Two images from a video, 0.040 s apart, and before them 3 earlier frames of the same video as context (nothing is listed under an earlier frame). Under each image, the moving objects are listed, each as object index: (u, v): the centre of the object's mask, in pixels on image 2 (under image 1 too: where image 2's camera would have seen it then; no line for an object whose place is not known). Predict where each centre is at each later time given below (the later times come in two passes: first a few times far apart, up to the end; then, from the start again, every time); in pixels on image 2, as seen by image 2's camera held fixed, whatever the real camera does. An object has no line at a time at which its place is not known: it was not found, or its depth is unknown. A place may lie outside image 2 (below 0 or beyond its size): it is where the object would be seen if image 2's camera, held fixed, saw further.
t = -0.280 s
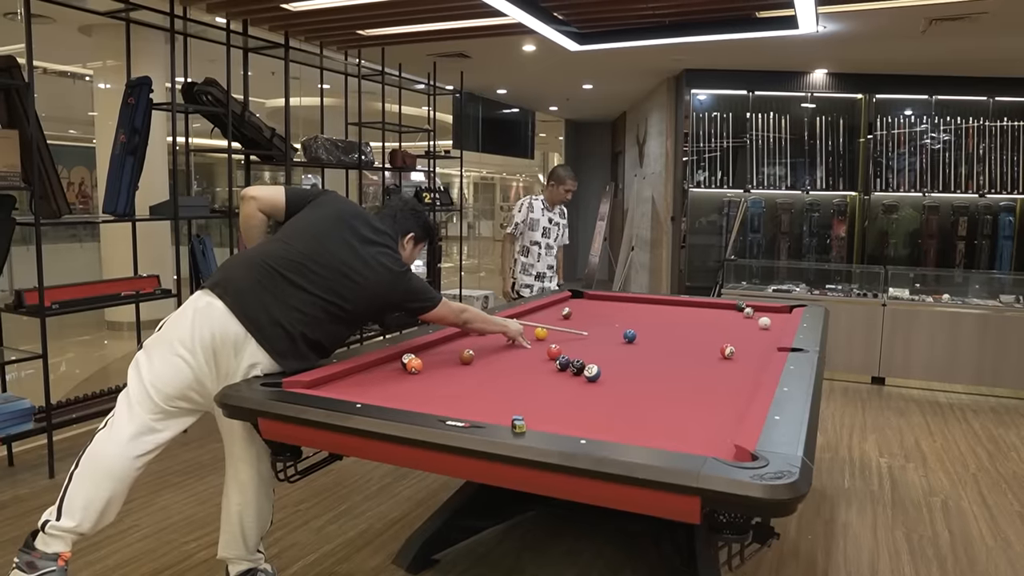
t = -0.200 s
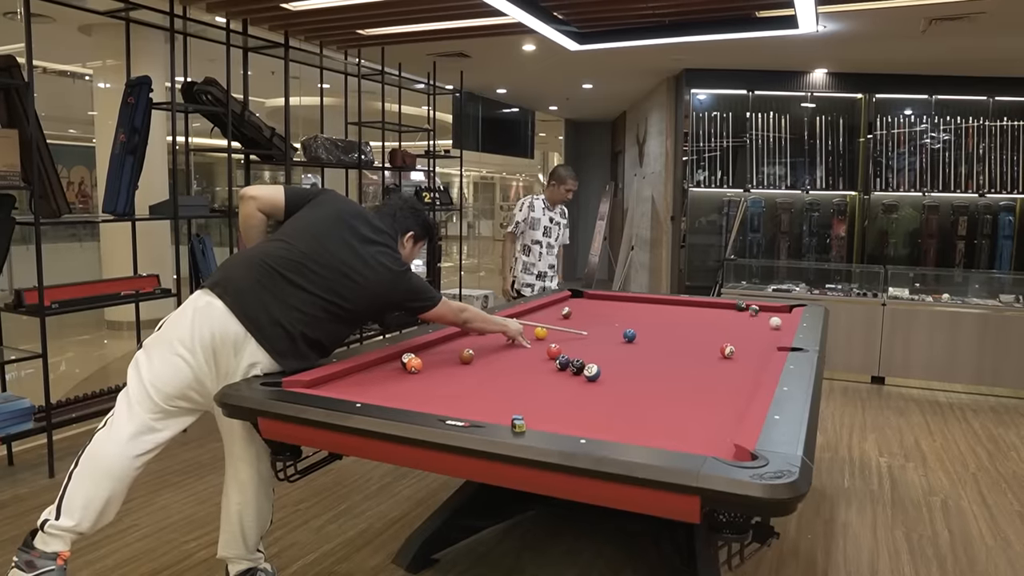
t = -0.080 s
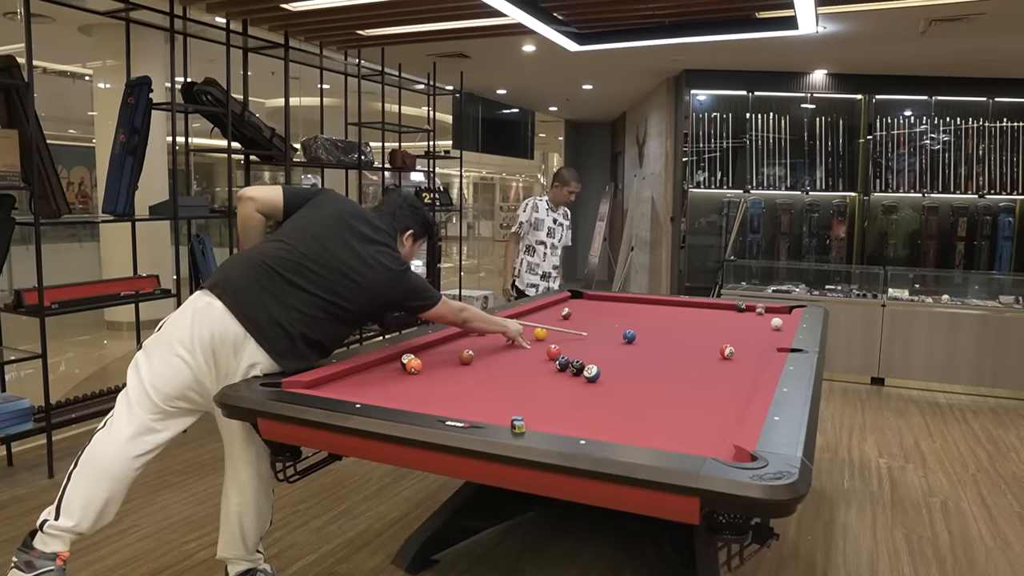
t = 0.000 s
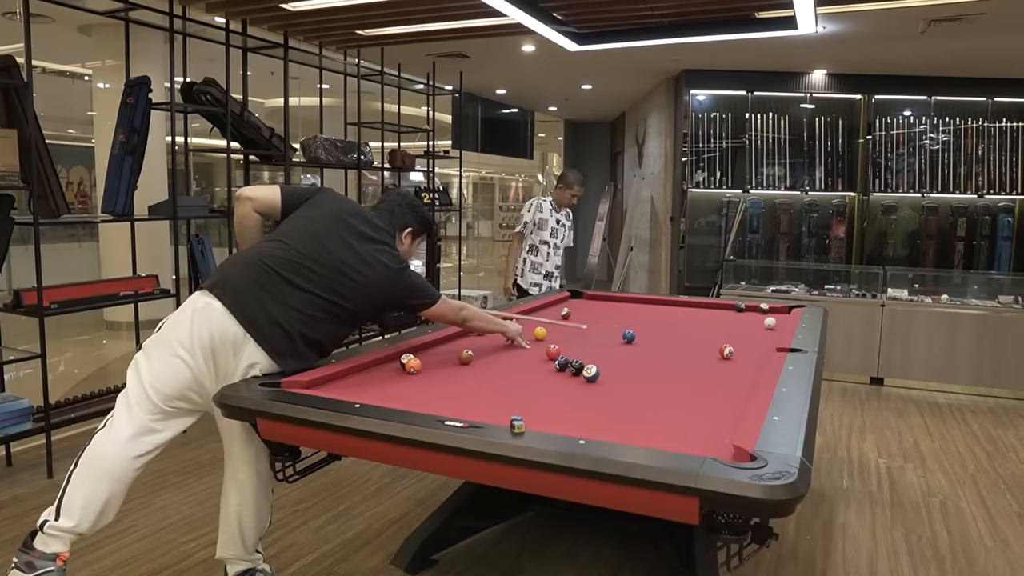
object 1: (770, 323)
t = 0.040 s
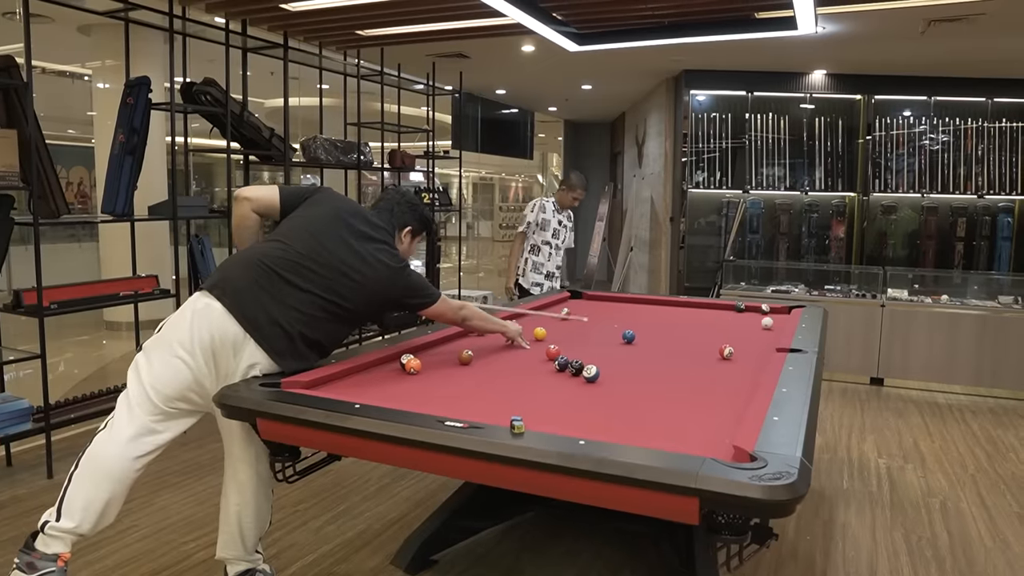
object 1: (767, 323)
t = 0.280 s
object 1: (751, 322)
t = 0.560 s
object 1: (733, 320)
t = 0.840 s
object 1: (718, 319)
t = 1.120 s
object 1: (705, 317)
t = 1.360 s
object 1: (694, 316)
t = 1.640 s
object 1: (684, 315)
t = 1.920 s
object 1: (674, 314)
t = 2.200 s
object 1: (667, 314)
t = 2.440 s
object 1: (662, 313)
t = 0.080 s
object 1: (764, 323)
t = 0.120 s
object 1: (761, 323)
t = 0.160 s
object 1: (759, 322)
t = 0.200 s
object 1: (756, 322)
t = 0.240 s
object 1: (753, 322)
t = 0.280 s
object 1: (751, 322)
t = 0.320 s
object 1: (748, 321)
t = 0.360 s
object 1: (746, 321)
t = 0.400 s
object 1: (743, 321)
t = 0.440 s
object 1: (741, 321)
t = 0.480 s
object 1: (738, 321)
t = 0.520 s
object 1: (736, 320)
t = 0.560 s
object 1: (733, 320)
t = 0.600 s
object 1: (731, 320)
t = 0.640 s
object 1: (729, 320)
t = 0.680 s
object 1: (727, 320)
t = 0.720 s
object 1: (725, 319)
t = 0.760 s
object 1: (723, 319)
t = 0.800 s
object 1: (720, 319)
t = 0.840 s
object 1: (718, 319)
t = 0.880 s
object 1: (716, 318)
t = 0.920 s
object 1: (714, 318)
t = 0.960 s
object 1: (712, 318)
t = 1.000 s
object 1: (710, 318)
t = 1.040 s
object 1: (708, 318)
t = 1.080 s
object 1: (707, 317)
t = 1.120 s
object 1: (705, 317)
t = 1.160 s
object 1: (703, 317)
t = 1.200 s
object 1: (701, 317)
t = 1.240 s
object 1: (699, 317)
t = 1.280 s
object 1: (698, 317)
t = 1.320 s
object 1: (696, 316)
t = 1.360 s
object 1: (694, 316)
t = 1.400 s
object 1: (693, 316)
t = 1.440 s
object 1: (691, 316)
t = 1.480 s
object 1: (689, 316)
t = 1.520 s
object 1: (688, 316)
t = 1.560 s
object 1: (686, 316)
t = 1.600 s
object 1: (685, 315)
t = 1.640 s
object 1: (684, 315)
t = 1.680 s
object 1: (682, 315)
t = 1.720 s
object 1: (681, 315)
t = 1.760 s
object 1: (680, 315)
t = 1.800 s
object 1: (678, 315)
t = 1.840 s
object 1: (677, 315)
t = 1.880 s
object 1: (676, 315)
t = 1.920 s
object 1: (674, 314)
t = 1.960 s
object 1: (673, 314)
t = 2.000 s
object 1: (672, 314)
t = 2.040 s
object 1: (671, 314)
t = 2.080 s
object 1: (670, 314)
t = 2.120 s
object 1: (669, 314)
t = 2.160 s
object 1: (668, 314)
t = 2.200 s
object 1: (667, 314)
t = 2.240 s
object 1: (666, 313)
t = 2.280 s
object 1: (665, 313)
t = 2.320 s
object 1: (664, 313)
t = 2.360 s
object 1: (663, 313)
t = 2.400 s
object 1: (662, 313)
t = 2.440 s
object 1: (662, 313)
